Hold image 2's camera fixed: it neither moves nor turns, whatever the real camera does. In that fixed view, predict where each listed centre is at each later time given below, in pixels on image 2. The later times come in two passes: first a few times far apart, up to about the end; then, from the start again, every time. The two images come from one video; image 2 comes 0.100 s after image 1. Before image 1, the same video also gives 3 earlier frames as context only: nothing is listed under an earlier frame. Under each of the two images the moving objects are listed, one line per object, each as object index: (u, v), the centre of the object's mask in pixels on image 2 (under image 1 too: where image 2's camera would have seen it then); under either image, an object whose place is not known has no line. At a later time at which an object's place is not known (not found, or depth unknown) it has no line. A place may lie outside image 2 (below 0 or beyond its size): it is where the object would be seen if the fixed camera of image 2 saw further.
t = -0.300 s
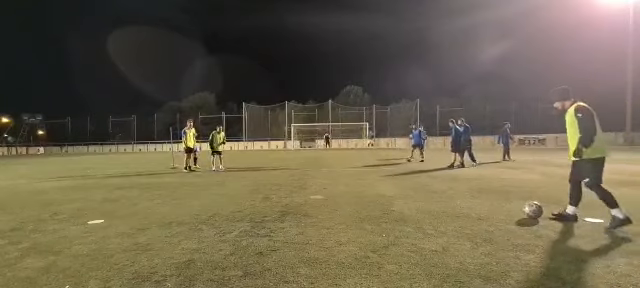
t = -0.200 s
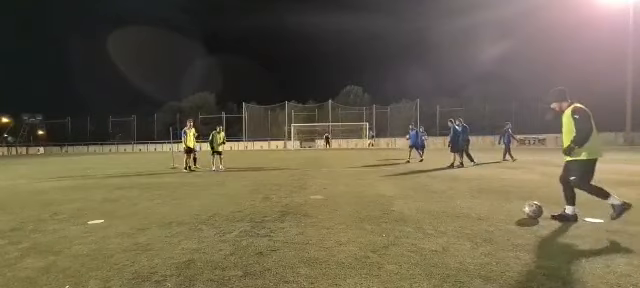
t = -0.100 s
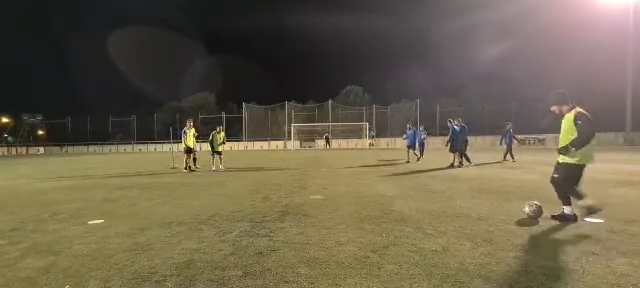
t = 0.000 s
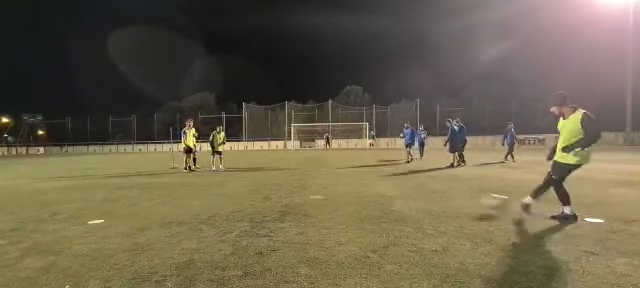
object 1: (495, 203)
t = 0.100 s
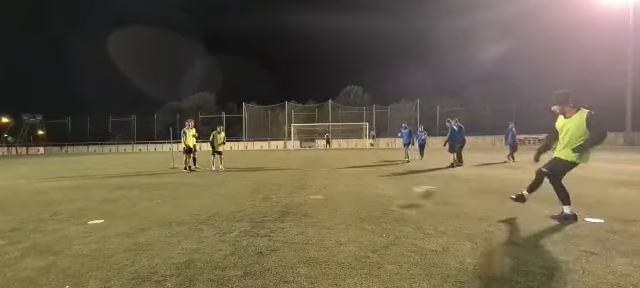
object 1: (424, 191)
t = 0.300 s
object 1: (336, 181)
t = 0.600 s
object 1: (266, 173)
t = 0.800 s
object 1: (240, 171)
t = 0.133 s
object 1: (405, 190)
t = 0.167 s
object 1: (387, 188)
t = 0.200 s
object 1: (371, 188)
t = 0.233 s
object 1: (358, 186)
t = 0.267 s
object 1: (346, 182)
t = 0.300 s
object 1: (336, 181)
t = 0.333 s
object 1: (325, 180)
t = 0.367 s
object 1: (315, 179)
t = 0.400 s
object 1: (306, 178)
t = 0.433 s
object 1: (298, 178)
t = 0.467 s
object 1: (291, 177)
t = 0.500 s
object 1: (284, 175)
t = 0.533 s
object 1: (278, 174)
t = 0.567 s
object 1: (271, 174)
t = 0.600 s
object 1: (266, 173)
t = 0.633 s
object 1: (261, 174)
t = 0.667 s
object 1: (256, 173)
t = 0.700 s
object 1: (251, 172)
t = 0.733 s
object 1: (247, 172)
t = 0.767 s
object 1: (243, 172)
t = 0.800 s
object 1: (240, 171)
